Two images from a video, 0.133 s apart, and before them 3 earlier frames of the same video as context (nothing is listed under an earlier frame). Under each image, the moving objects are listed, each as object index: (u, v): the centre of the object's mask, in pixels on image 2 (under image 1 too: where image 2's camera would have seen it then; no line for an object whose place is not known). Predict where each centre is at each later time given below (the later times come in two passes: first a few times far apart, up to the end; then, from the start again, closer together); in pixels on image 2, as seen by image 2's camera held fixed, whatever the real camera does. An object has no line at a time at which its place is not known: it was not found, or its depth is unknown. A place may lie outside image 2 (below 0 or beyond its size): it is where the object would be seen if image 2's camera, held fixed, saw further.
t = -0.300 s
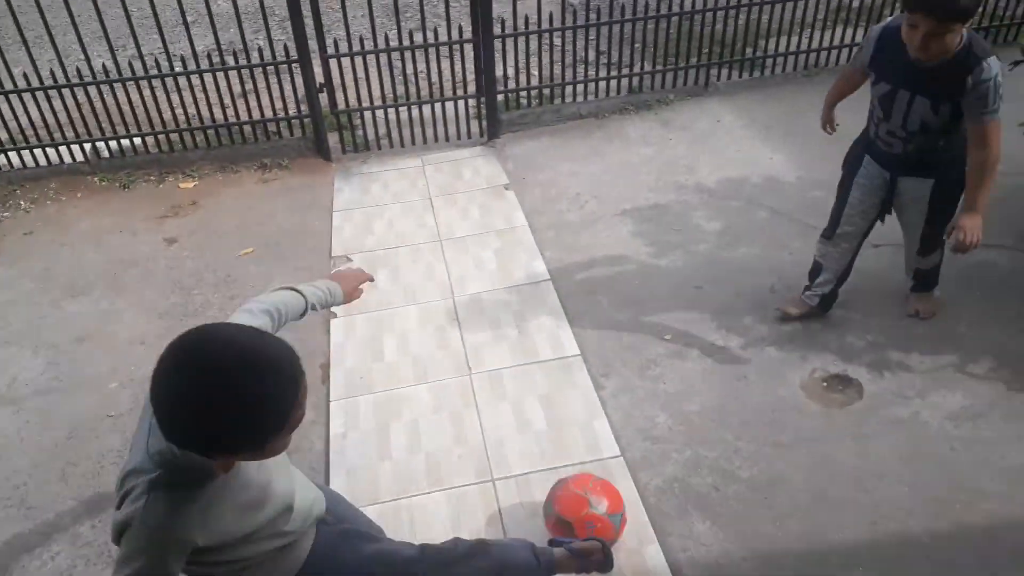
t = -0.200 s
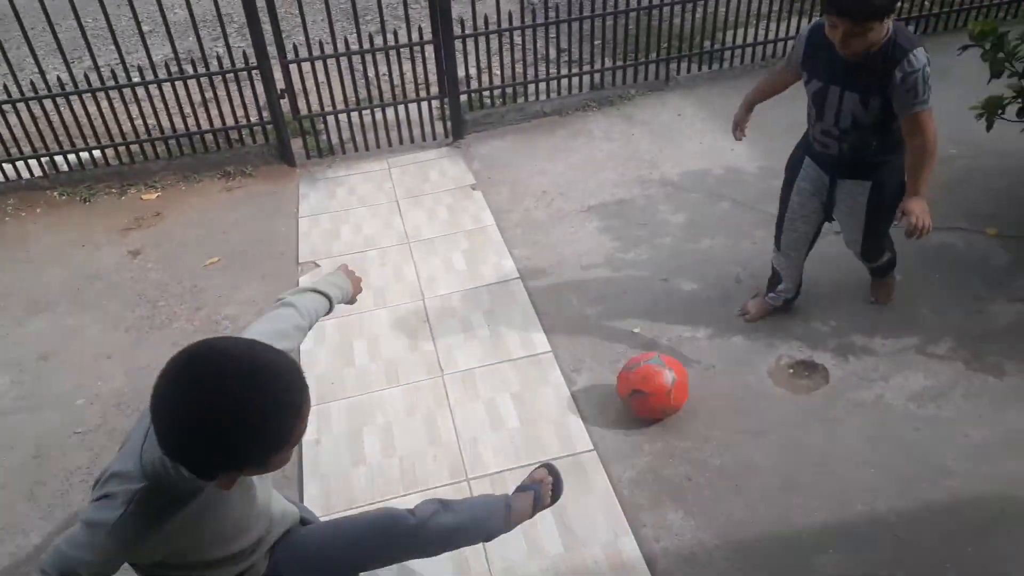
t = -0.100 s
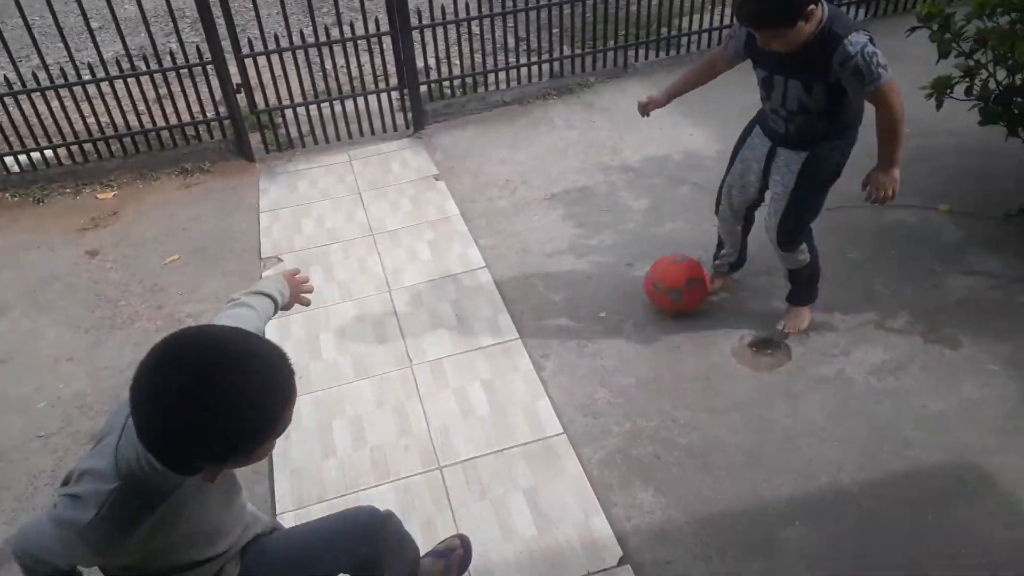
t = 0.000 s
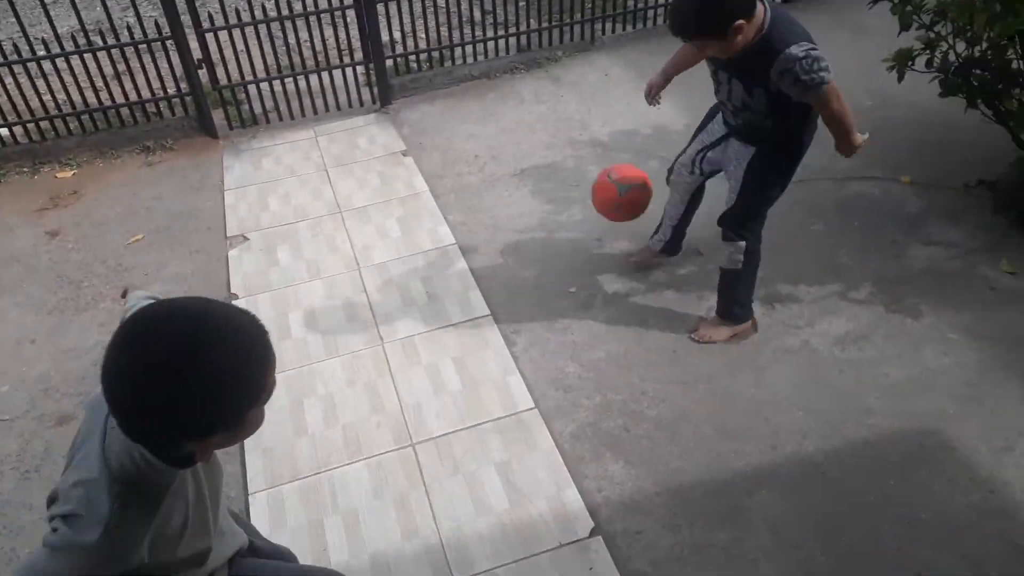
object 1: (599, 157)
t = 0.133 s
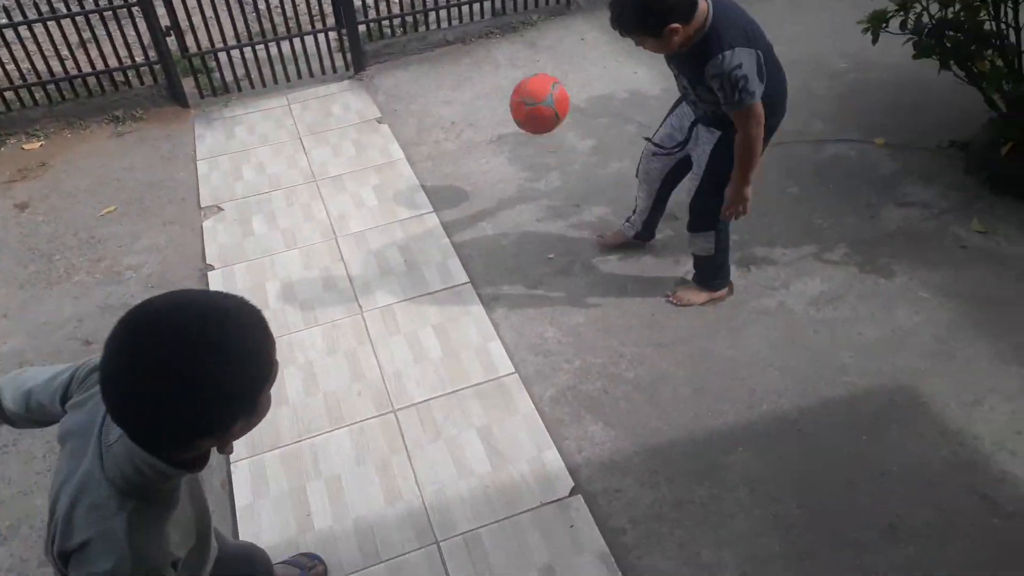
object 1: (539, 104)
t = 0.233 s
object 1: (498, 89)
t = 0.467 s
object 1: (422, 122)
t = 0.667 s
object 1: (392, 70)
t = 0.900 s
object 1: (368, 47)
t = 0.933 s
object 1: (367, 43)
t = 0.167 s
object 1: (526, 96)
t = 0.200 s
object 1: (512, 91)
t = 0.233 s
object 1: (498, 89)
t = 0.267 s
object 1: (484, 90)
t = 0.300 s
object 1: (471, 94)
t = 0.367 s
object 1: (447, 107)
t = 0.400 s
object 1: (437, 117)
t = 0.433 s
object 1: (427, 130)
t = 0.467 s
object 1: (422, 122)
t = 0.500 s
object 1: (416, 108)
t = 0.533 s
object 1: (411, 96)
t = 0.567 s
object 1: (406, 86)
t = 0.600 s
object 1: (401, 78)
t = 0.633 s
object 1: (397, 73)
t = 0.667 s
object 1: (392, 70)
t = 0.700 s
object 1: (389, 70)
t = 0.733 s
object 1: (387, 72)
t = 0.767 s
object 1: (385, 76)
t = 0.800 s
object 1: (383, 73)
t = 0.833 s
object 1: (378, 63)
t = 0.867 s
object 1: (373, 54)
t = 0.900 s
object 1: (368, 47)
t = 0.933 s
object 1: (367, 43)
